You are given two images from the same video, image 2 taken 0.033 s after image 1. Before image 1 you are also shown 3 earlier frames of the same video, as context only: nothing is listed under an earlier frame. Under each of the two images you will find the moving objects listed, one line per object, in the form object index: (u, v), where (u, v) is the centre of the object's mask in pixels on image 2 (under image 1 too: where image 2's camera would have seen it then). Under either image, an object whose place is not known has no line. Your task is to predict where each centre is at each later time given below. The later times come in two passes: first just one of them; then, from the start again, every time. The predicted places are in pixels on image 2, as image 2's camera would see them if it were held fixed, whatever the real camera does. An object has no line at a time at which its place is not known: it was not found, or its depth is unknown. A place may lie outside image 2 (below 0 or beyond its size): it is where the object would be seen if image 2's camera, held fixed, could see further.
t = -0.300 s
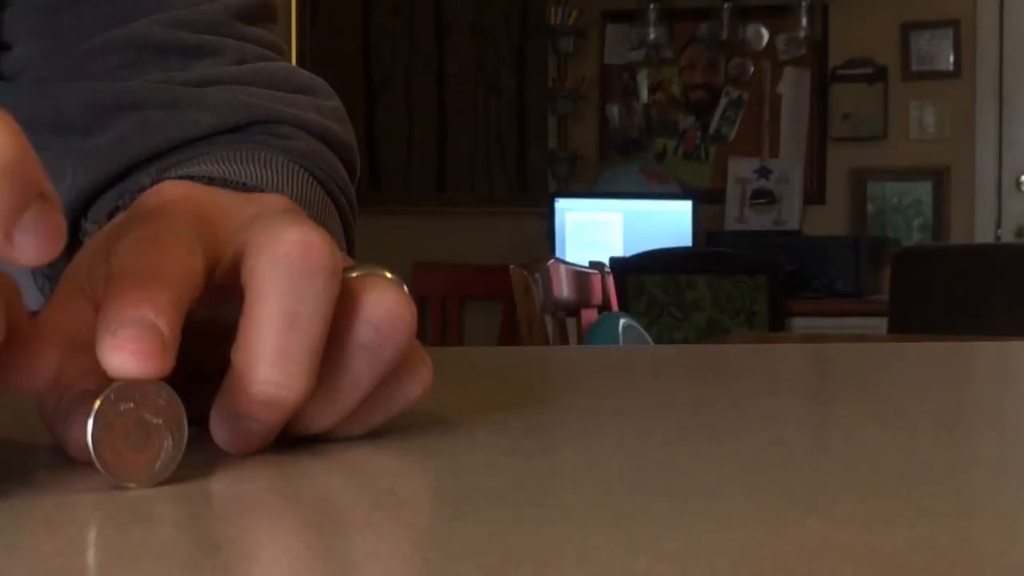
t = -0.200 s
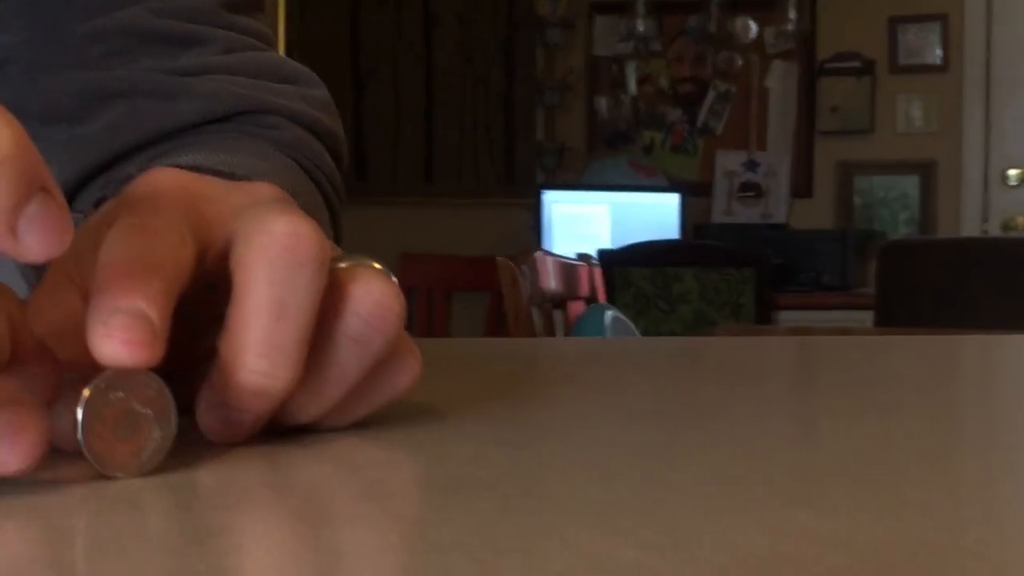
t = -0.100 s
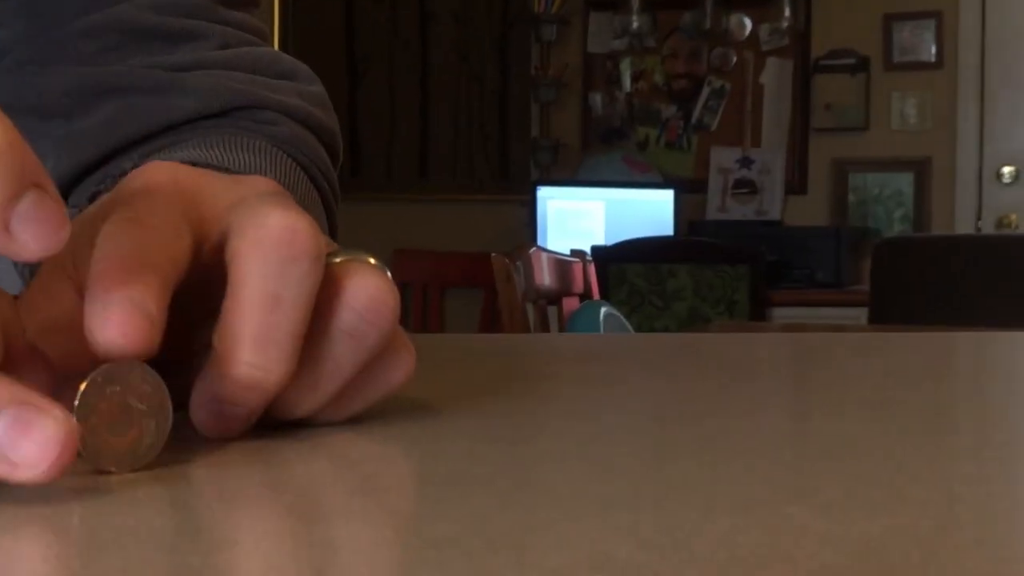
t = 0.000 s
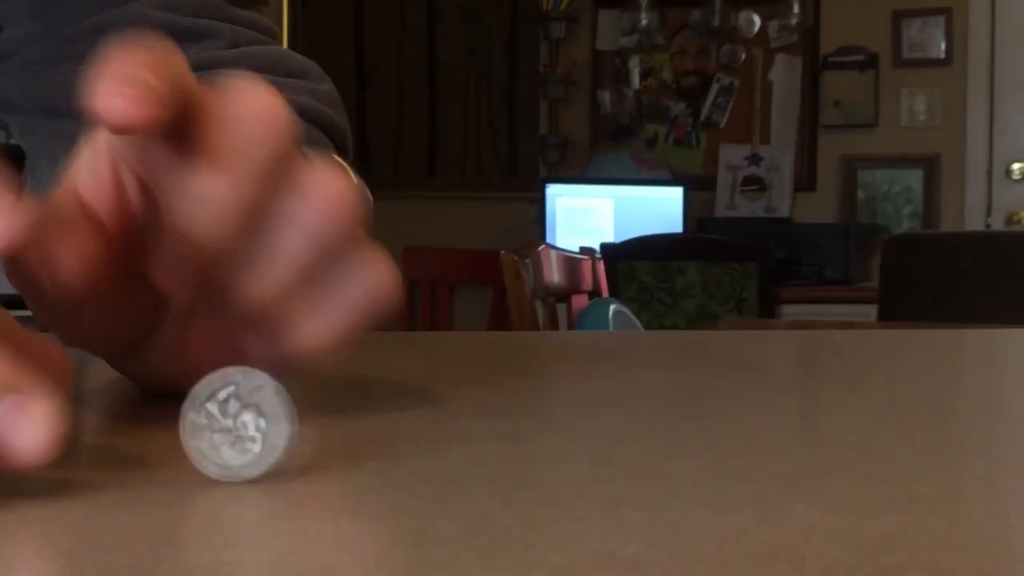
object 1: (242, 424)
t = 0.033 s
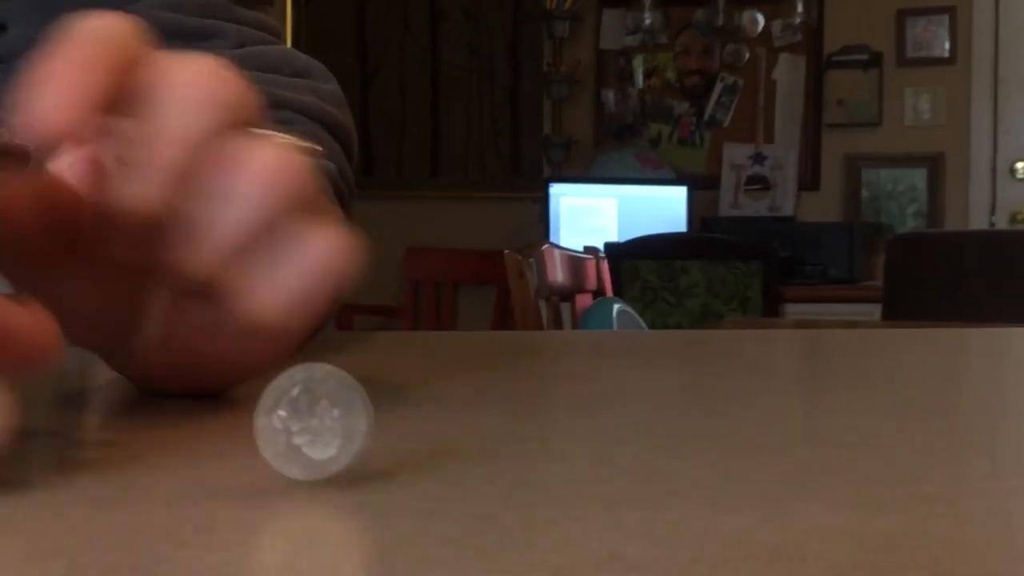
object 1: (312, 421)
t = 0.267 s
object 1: (736, 452)
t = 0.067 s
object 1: (383, 426)
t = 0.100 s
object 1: (434, 430)
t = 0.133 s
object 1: (500, 436)
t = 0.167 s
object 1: (552, 448)
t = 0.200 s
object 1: (620, 447)
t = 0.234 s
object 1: (675, 448)
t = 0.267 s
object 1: (736, 452)
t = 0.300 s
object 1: (785, 453)
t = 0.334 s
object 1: (846, 451)
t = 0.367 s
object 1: (888, 455)
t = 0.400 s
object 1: (931, 453)
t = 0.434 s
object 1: (968, 452)
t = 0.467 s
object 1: (985, 453)
